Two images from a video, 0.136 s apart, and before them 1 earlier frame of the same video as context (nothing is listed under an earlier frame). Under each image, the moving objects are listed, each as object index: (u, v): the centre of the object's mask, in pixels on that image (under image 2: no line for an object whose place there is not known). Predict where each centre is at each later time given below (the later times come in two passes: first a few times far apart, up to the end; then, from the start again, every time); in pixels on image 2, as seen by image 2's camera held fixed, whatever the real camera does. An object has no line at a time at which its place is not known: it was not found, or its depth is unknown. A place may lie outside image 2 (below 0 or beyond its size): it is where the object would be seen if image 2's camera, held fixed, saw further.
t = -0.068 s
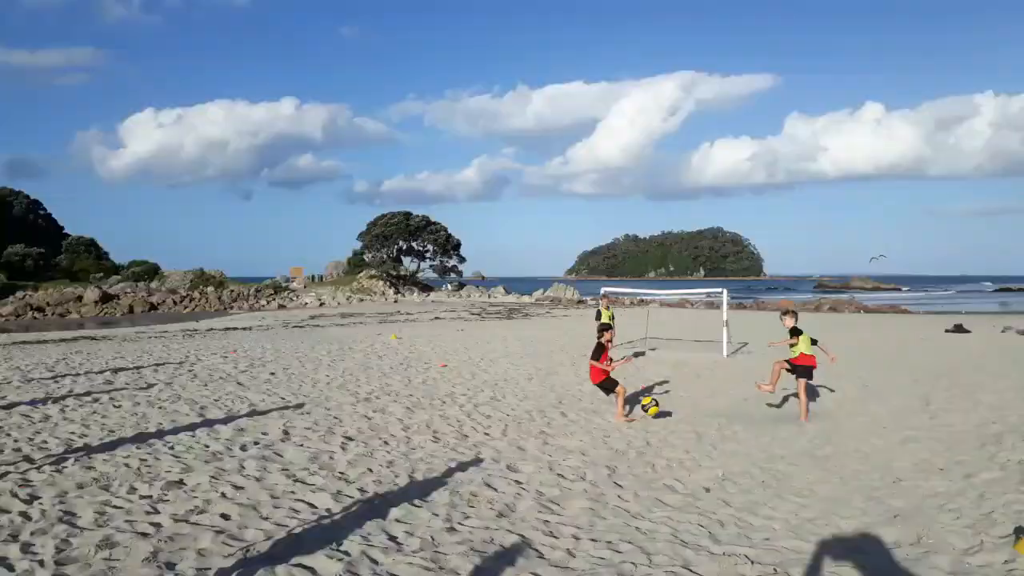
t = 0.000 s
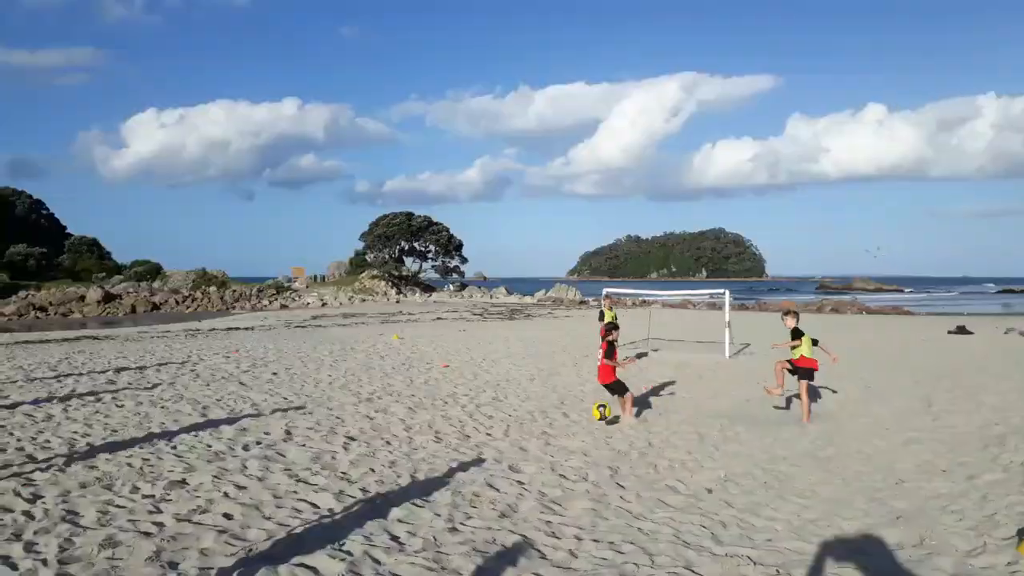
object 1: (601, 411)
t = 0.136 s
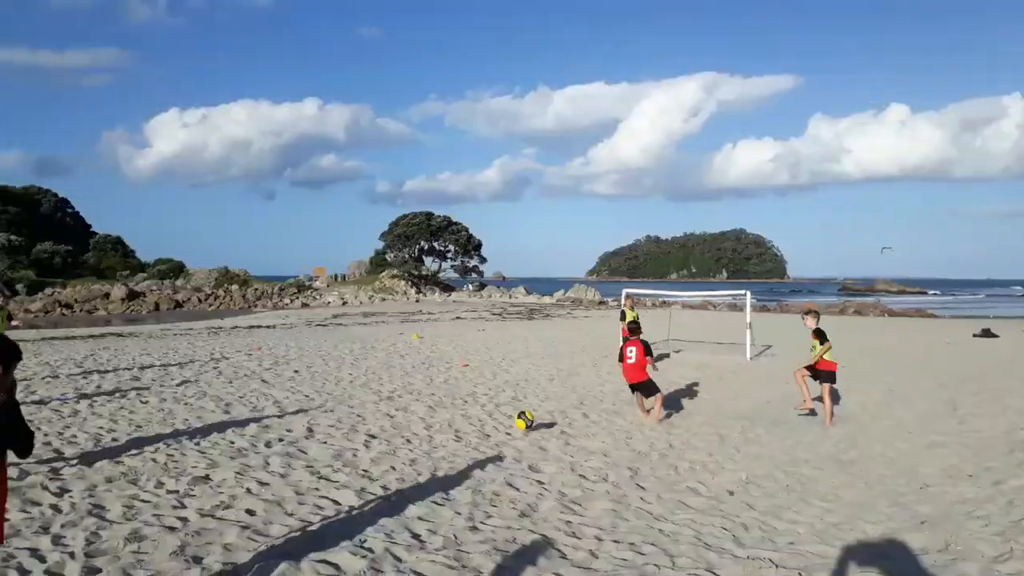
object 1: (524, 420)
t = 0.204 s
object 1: (486, 416)
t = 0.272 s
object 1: (446, 415)
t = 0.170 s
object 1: (505, 418)
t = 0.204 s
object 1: (486, 416)
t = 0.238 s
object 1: (466, 414)
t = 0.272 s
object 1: (446, 415)
